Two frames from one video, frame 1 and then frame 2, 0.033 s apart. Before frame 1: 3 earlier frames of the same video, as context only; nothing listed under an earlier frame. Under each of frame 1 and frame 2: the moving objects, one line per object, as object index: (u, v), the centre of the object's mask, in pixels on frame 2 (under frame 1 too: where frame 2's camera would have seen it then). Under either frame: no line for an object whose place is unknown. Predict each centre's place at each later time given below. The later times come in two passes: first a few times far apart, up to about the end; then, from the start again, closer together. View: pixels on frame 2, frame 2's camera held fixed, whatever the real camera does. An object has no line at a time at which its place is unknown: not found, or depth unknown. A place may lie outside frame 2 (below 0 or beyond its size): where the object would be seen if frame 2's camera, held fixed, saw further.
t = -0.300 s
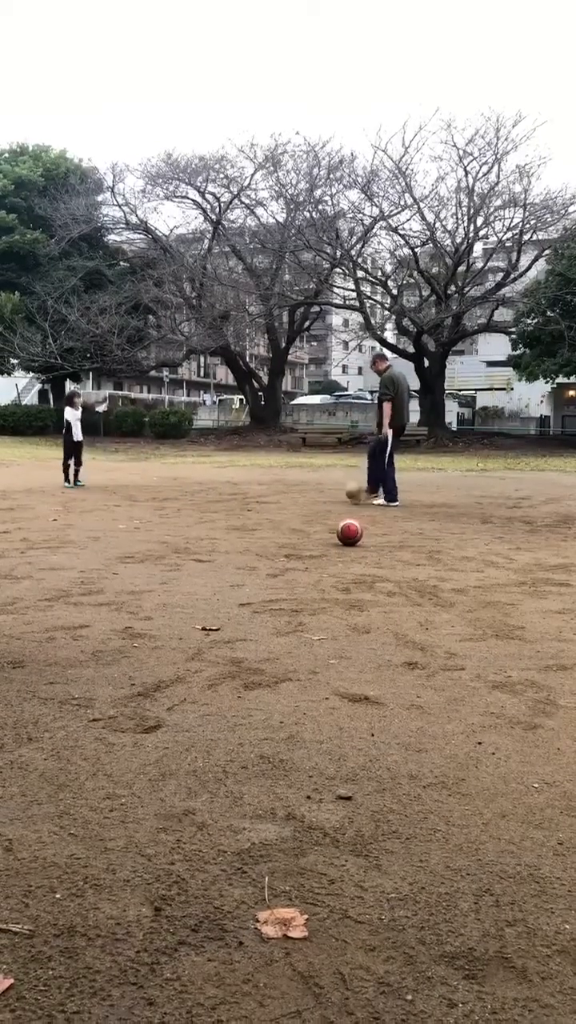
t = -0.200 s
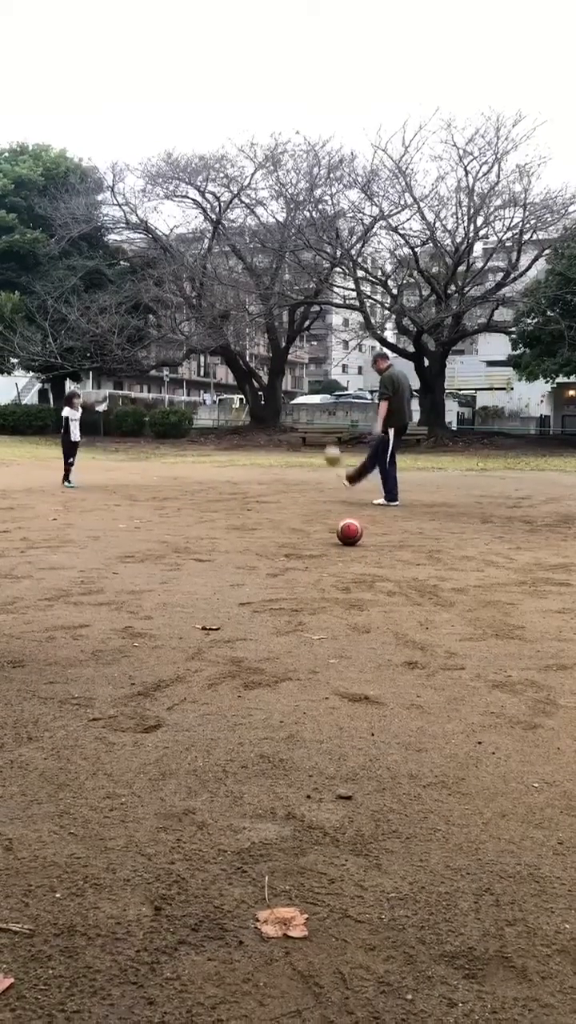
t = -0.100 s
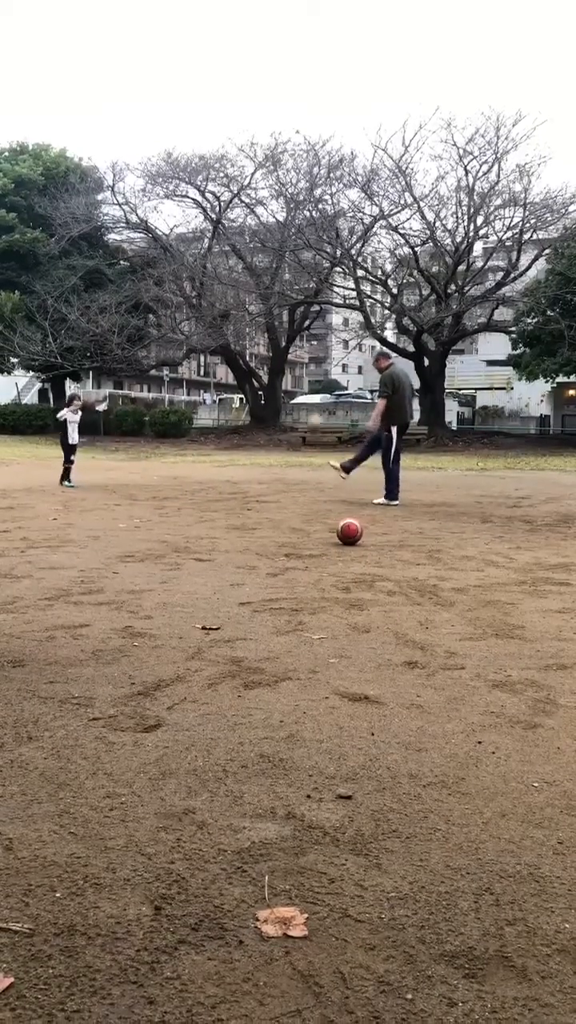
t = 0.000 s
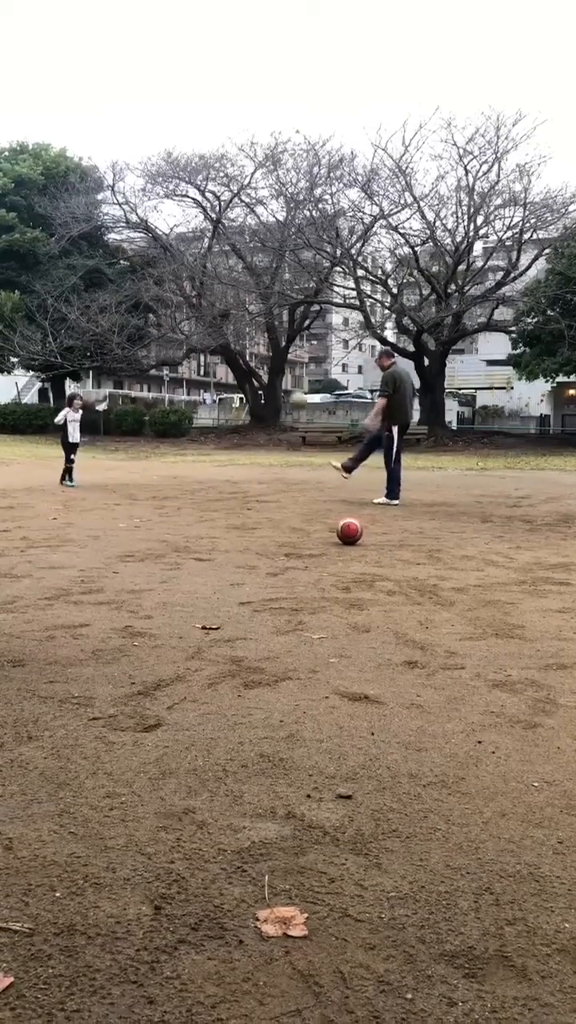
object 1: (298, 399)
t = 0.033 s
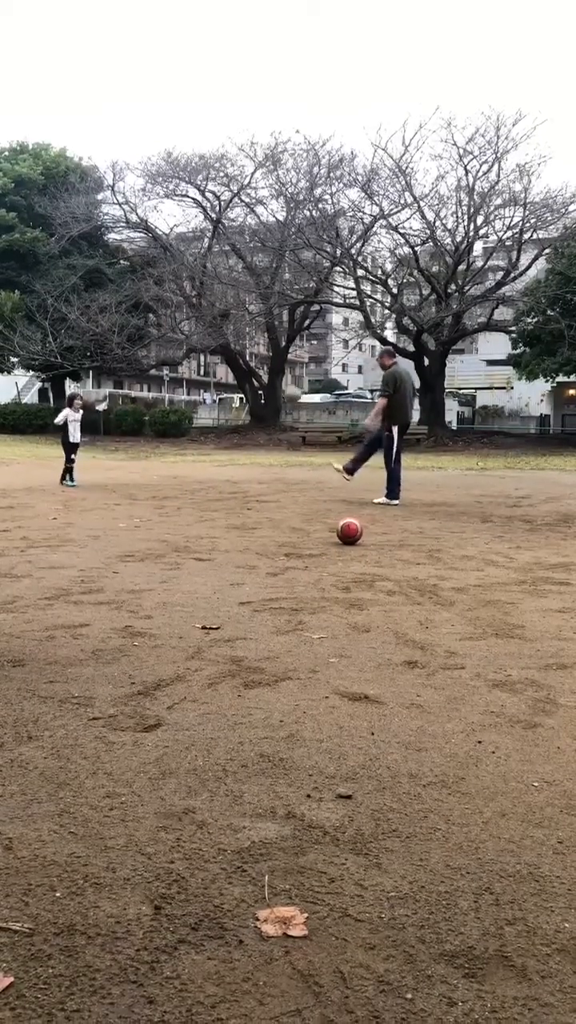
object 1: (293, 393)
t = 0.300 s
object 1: (251, 380)
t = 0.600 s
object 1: (207, 428)
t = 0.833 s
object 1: (179, 473)
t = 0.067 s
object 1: (289, 390)
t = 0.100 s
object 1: (281, 384)
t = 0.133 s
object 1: (276, 381)
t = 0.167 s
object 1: (271, 379)
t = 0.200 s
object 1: (266, 378)
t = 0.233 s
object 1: (261, 378)
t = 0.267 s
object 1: (255, 378)
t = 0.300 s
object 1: (251, 380)
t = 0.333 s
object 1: (247, 383)
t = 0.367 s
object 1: (240, 388)
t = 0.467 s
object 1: (225, 401)
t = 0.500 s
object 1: (221, 408)
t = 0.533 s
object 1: (216, 415)
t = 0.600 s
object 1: (207, 428)
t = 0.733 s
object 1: (188, 479)
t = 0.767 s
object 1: (184, 490)
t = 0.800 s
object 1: (181, 481)
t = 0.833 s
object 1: (179, 473)
